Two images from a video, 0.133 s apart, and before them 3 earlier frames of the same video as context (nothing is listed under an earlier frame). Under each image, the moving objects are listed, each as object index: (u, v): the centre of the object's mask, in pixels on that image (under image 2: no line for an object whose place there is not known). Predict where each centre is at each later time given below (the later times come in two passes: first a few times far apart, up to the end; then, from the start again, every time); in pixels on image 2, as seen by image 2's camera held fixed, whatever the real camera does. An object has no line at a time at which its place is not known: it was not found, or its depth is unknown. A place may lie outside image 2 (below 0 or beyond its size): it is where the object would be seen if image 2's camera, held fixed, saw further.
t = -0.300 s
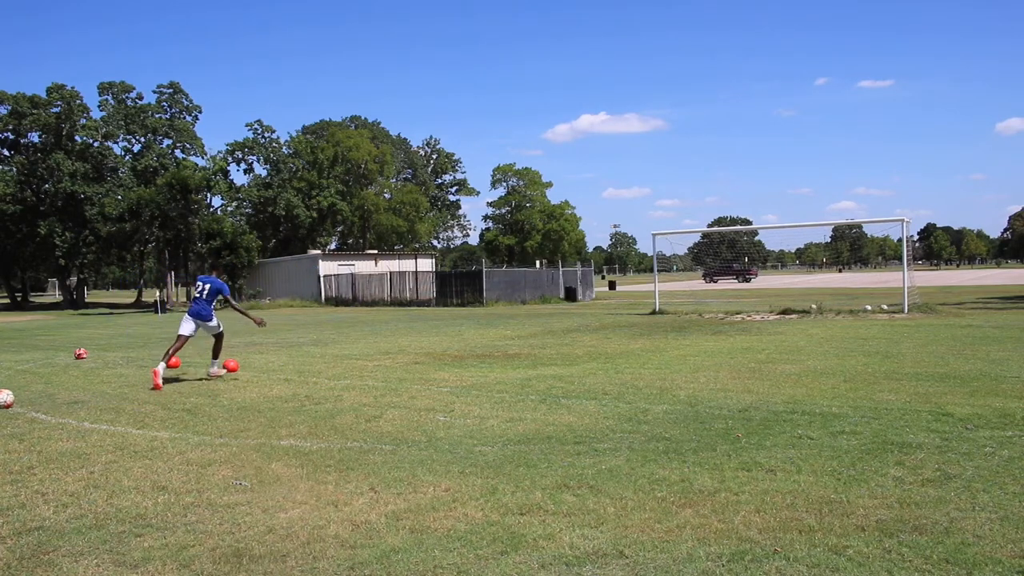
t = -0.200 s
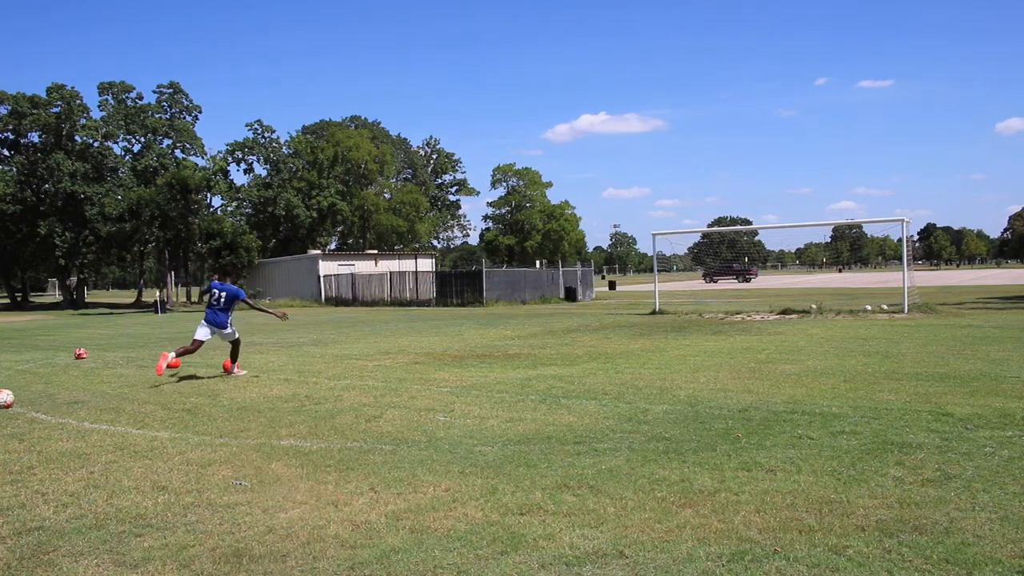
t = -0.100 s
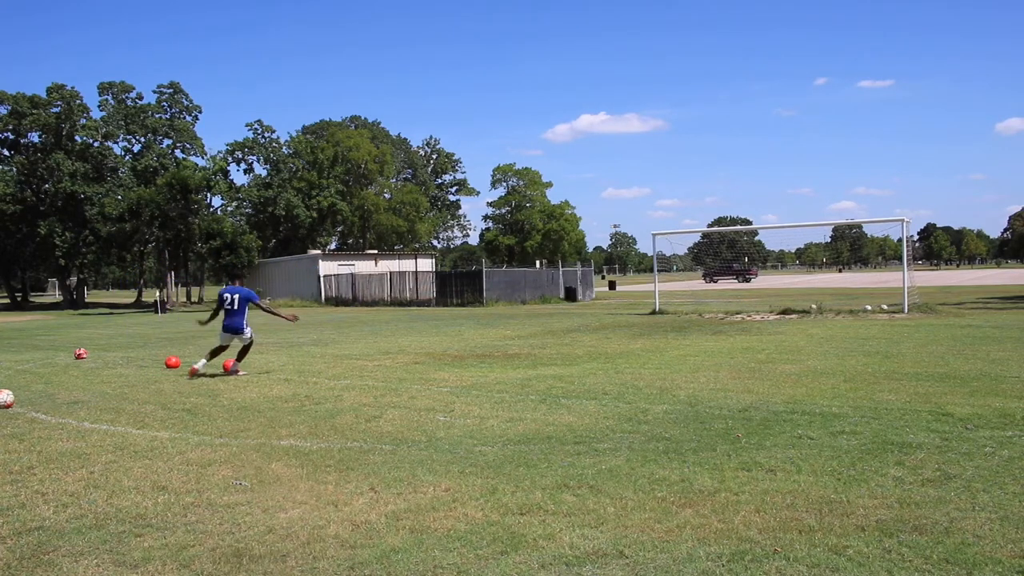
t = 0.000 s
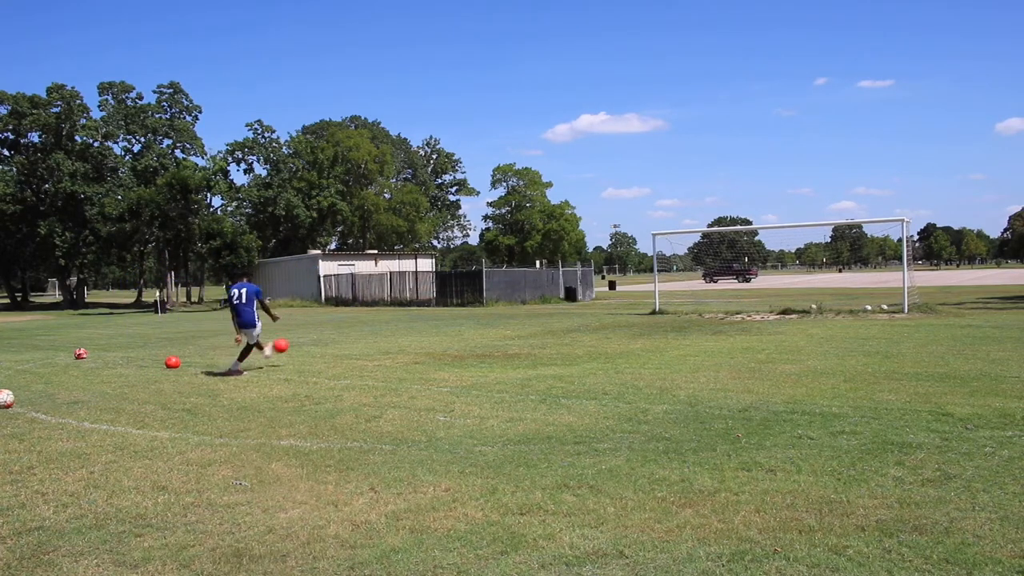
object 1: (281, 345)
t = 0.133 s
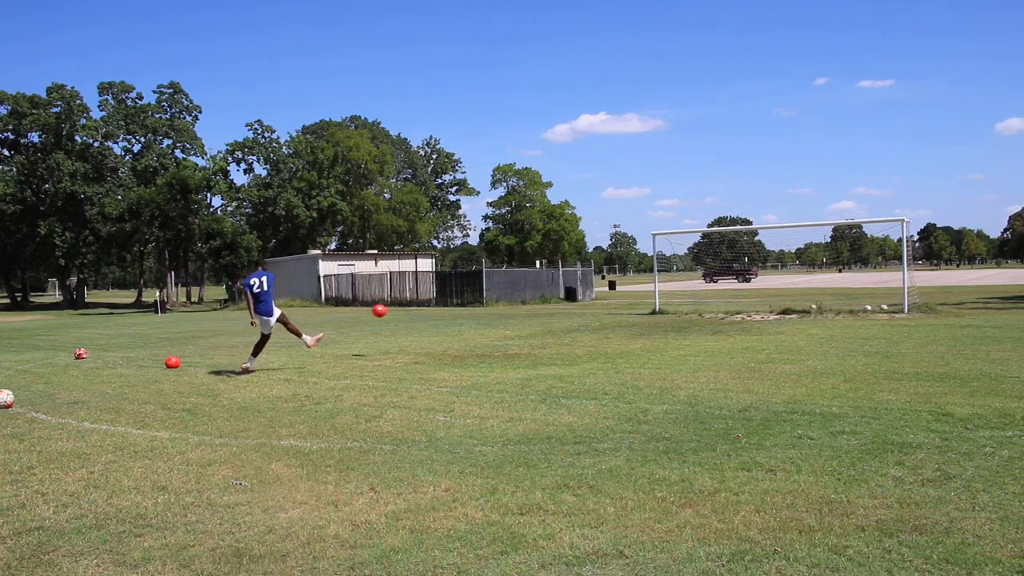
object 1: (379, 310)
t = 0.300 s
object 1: (480, 286)
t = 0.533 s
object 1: (591, 276)
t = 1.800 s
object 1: (866, 298)
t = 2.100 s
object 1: (869, 295)
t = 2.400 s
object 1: (874, 303)
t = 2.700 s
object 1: (879, 306)
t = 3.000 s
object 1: (879, 307)
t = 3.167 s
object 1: (878, 307)
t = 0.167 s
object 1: (401, 304)
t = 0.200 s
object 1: (423, 299)
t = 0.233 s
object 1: (443, 293)
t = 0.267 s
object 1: (462, 289)
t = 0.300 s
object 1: (480, 286)
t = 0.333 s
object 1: (498, 283)
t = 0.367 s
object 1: (515, 280)
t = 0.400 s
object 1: (531, 279)
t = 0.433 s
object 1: (547, 278)
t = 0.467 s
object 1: (562, 277)
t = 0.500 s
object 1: (577, 276)
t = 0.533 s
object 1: (591, 276)
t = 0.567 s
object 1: (605, 277)
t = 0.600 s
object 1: (618, 278)
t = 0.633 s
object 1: (631, 279)
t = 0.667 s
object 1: (643, 281)
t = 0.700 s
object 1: (656, 283)
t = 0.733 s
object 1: (667, 285)
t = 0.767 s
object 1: (679, 288)
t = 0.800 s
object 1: (690, 290)
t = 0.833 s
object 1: (701, 294)
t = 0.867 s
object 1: (712, 297)
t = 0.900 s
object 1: (723, 301)
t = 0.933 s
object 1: (733, 305)
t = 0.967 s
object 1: (743, 309)
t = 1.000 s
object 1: (752, 313)
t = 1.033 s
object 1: (761, 315)
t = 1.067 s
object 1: (767, 311)
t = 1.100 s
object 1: (772, 307)
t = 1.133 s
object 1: (778, 304)
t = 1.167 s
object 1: (784, 301)
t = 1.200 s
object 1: (789, 299)
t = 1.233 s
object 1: (795, 297)
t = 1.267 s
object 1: (800, 295)
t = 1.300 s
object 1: (805, 294)
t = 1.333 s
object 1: (811, 294)
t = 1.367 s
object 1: (816, 294)
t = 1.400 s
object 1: (821, 294)
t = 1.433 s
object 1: (827, 295)
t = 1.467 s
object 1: (832, 296)
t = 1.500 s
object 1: (837, 298)
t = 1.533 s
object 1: (842, 300)
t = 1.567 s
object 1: (847, 302)
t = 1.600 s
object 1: (852, 304)
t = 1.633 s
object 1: (857, 307)
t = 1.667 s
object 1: (861, 307)
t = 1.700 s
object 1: (865, 306)
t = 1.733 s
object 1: (866, 304)
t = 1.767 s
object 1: (866, 301)
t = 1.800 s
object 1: (866, 298)
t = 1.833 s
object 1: (866, 296)
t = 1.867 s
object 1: (867, 294)
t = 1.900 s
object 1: (867, 293)
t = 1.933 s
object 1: (868, 293)
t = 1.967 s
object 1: (868, 292)
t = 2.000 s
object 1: (868, 292)
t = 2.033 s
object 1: (868, 293)
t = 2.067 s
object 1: (868, 293)
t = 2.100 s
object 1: (869, 295)
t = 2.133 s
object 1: (869, 296)
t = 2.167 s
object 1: (869, 298)
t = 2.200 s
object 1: (869, 301)
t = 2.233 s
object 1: (869, 303)
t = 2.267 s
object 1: (870, 306)
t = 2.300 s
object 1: (870, 308)
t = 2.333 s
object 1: (871, 306)
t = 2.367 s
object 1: (873, 304)
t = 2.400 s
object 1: (874, 303)
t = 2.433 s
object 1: (876, 302)
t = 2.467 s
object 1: (876, 302)
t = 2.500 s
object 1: (877, 302)
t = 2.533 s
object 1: (877, 302)
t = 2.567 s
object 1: (878, 303)
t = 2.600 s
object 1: (878, 304)
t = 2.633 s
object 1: (878, 305)
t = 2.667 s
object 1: (879, 306)
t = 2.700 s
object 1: (879, 306)
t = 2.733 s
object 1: (879, 306)
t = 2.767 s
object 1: (879, 306)
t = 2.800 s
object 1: (879, 306)
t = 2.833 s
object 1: (879, 306)
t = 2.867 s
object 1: (879, 306)
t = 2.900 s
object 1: (879, 307)
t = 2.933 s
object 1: (879, 307)
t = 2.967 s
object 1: (879, 307)
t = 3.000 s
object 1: (879, 307)
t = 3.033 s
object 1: (879, 307)
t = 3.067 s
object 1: (879, 307)
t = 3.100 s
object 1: (879, 307)
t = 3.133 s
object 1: (879, 307)
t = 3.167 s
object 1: (878, 307)
